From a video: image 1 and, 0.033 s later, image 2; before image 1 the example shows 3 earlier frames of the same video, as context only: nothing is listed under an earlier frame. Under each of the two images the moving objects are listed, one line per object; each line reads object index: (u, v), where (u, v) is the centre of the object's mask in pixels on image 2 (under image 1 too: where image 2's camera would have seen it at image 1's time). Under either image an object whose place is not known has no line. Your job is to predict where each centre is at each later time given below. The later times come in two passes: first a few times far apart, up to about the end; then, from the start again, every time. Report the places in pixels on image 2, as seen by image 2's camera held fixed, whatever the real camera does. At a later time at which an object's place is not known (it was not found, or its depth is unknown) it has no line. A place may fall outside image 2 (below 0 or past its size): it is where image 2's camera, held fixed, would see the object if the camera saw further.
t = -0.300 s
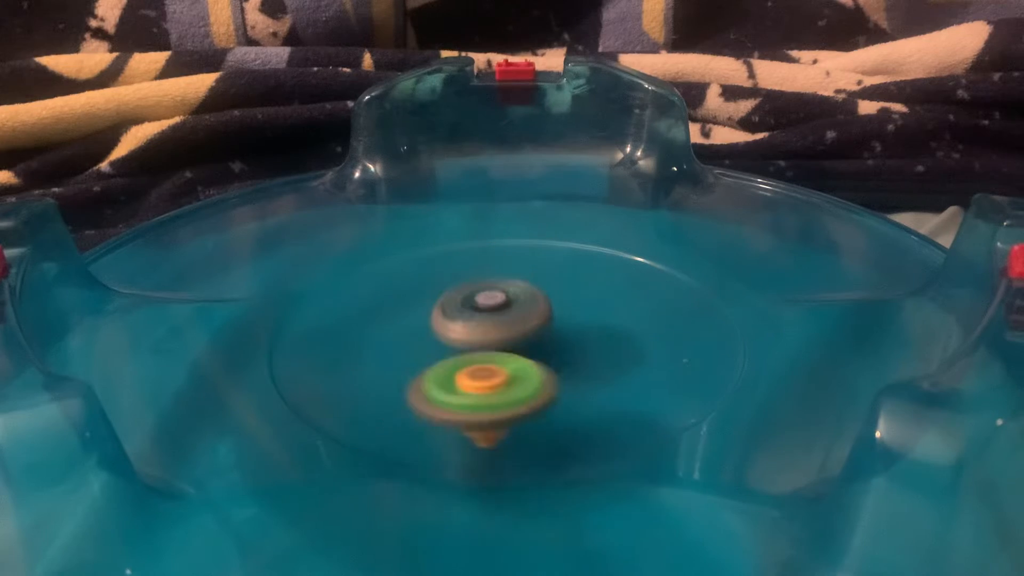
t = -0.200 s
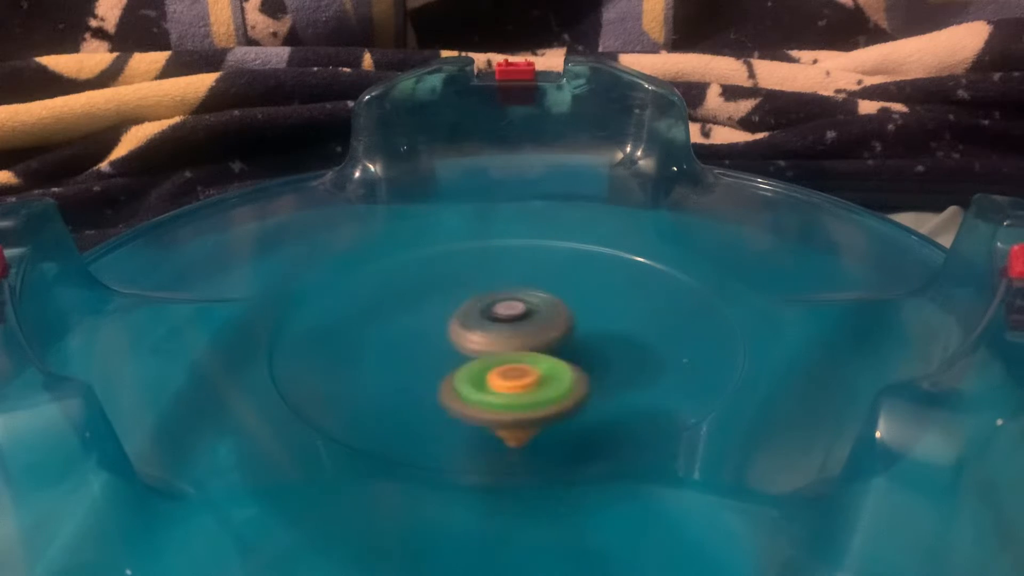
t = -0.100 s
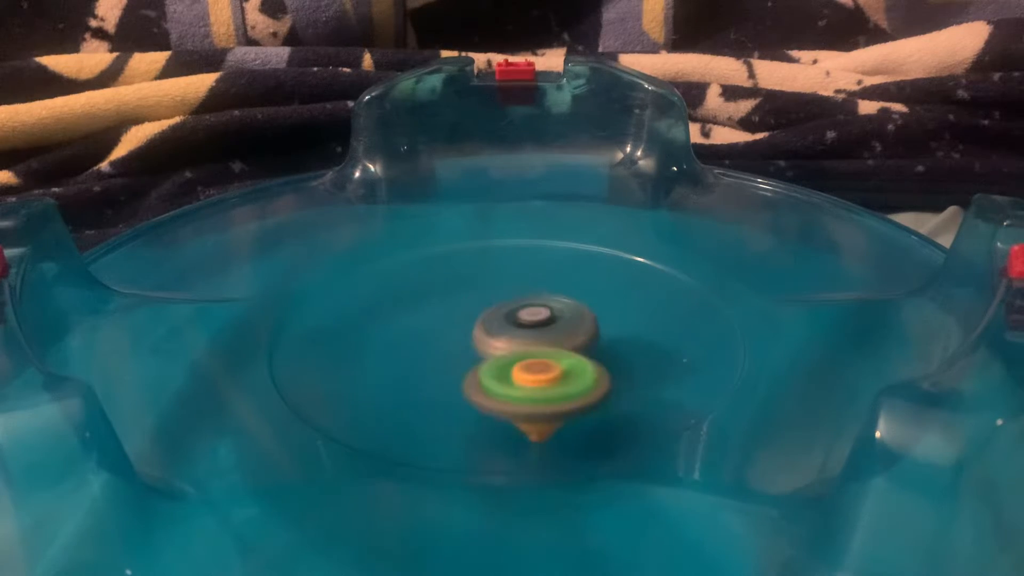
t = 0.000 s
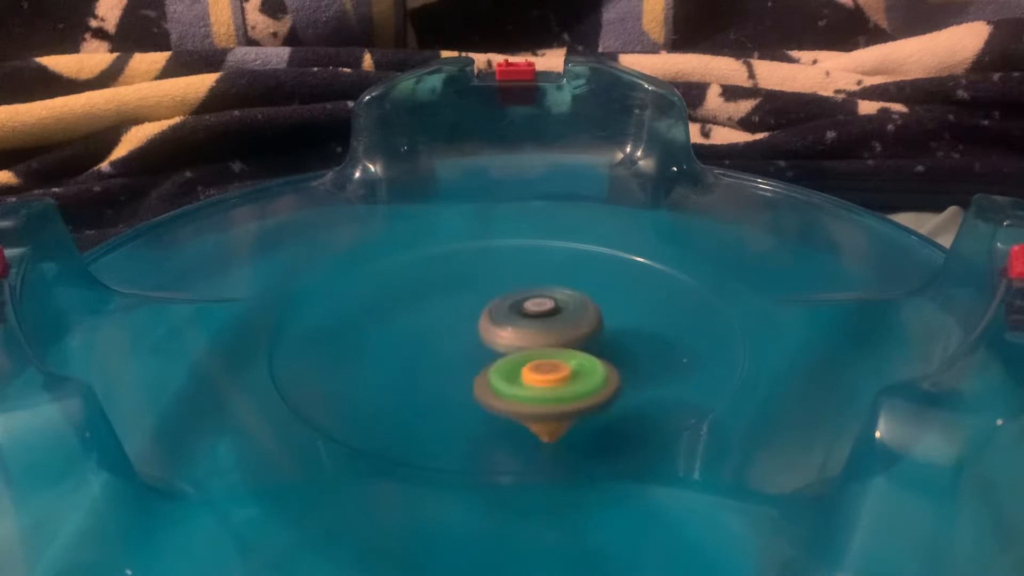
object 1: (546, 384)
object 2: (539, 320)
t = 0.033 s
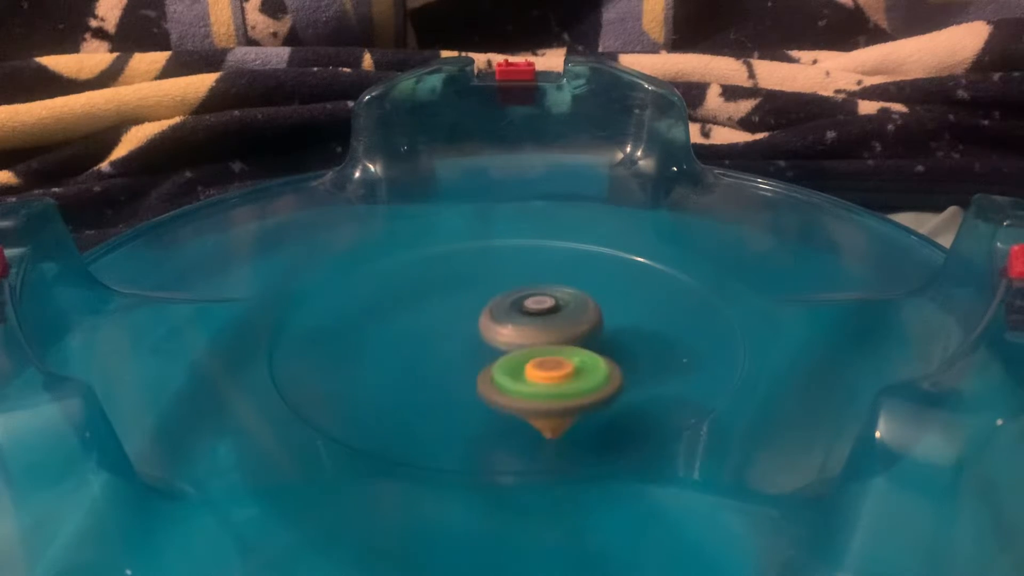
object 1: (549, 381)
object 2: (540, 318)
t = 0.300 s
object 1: (545, 400)
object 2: (481, 303)
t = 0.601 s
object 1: (522, 378)
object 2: (444, 330)
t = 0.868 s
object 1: (514, 370)
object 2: (427, 322)
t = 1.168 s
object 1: (518, 349)
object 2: (399, 308)
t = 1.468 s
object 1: (614, 331)
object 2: (367, 299)
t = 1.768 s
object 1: (549, 290)
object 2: (423, 311)
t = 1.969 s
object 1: (719, 235)
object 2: (272, 293)
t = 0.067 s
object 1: (550, 377)
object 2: (540, 317)
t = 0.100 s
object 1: (550, 374)
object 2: (539, 316)
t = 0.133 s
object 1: (549, 383)
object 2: (537, 311)
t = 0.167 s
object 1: (546, 395)
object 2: (529, 302)
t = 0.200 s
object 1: (545, 400)
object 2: (521, 298)
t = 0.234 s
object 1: (545, 402)
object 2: (510, 298)
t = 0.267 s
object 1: (545, 401)
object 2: (496, 300)
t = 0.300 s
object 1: (545, 400)
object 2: (481, 303)
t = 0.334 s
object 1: (545, 398)
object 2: (469, 306)
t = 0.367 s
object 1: (545, 397)
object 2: (458, 309)
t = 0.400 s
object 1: (544, 395)
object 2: (450, 313)
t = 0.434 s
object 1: (543, 393)
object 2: (446, 316)
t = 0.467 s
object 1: (541, 391)
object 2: (442, 319)
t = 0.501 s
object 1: (537, 388)
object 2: (442, 323)
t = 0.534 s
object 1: (533, 385)
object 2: (444, 328)
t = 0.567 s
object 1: (528, 382)
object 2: (444, 330)
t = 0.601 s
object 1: (522, 378)
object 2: (444, 330)
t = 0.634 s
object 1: (523, 379)
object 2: (442, 329)
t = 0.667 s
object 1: (527, 383)
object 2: (438, 327)
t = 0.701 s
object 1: (526, 383)
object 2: (435, 326)
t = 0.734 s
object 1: (523, 381)
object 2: (432, 324)
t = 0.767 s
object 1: (521, 379)
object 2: (431, 323)
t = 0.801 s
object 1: (520, 376)
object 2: (430, 322)
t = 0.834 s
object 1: (517, 373)
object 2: (428, 322)
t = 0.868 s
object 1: (514, 370)
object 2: (427, 322)
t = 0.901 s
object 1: (510, 367)
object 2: (425, 322)
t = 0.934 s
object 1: (512, 365)
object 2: (421, 320)
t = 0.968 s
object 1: (518, 365)
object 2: (418, 316)
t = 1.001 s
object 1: (519, 362)
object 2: (415, 313)
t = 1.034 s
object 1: (517, 359)
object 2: (413, 311)
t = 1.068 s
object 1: (513, 356)
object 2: (411, 310)
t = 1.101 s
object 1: (511, 352)
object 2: (409, 310)
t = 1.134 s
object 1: (508, 349)
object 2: (407, 311)
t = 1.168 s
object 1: (518, 349)
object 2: (399, 308)
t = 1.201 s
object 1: (552, 358)
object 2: (383, 297)
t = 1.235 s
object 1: (578, 361)
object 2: (374, 290)
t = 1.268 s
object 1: (596, 360)
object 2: (371, 287)
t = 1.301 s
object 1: (606, 356)
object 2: (369, 287)
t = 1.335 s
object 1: (610, 351)
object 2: (367, 289)
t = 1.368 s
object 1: (613, 346)
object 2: (366, 292)
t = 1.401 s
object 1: (615, 341)
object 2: (365, 294)
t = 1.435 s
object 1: (615, 336)
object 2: (365, 297)
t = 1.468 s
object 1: (614, 331)
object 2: (367, 299)
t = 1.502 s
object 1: (613, 326)
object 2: (369, 302)
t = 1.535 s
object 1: (610, 321)
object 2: (373, 303)
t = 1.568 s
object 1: (606, 316)
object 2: (379, 305)
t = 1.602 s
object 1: (600, 310)
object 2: (386, 306)
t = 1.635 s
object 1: (592, 306)
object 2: (394, 307)
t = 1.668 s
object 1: (582, 302)
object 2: (402, 310)
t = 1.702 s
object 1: (572, 297)
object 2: (410, 310)
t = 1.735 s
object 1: (561, 294)
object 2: (417, 311)
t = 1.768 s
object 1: (549, 290)
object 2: (423, 311)
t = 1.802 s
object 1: (544, 287)
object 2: (420, 310)
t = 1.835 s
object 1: (601, 273)
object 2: (367, 307)
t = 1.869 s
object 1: (653, 261)
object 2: (326, 302)
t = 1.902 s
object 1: (692, 248)
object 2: (291, 297)
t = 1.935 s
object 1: (711, 238)
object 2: (276, 292)
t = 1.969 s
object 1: (719, 235)
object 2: (272, 293)
